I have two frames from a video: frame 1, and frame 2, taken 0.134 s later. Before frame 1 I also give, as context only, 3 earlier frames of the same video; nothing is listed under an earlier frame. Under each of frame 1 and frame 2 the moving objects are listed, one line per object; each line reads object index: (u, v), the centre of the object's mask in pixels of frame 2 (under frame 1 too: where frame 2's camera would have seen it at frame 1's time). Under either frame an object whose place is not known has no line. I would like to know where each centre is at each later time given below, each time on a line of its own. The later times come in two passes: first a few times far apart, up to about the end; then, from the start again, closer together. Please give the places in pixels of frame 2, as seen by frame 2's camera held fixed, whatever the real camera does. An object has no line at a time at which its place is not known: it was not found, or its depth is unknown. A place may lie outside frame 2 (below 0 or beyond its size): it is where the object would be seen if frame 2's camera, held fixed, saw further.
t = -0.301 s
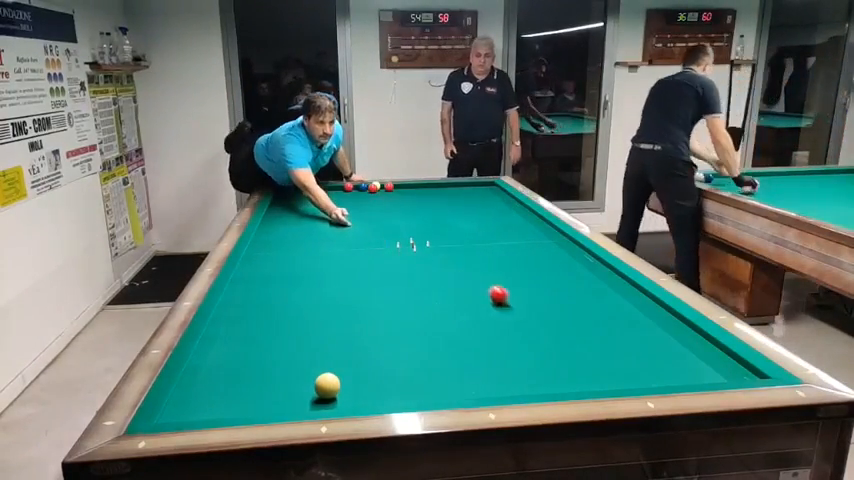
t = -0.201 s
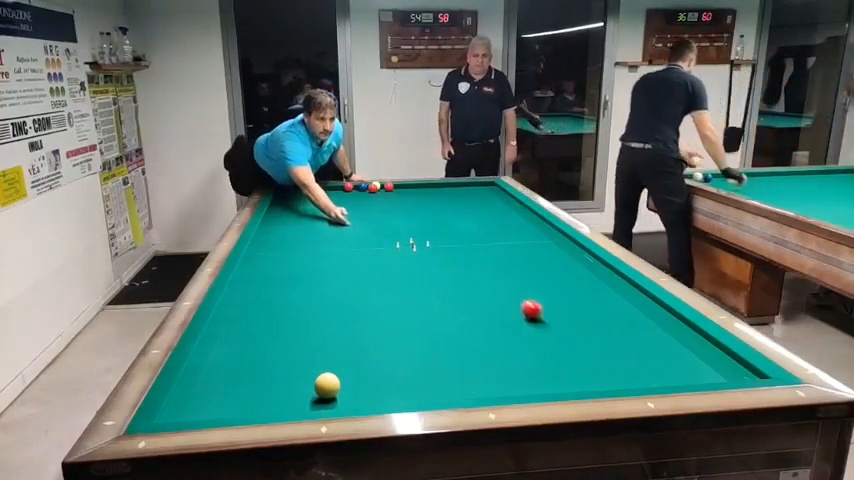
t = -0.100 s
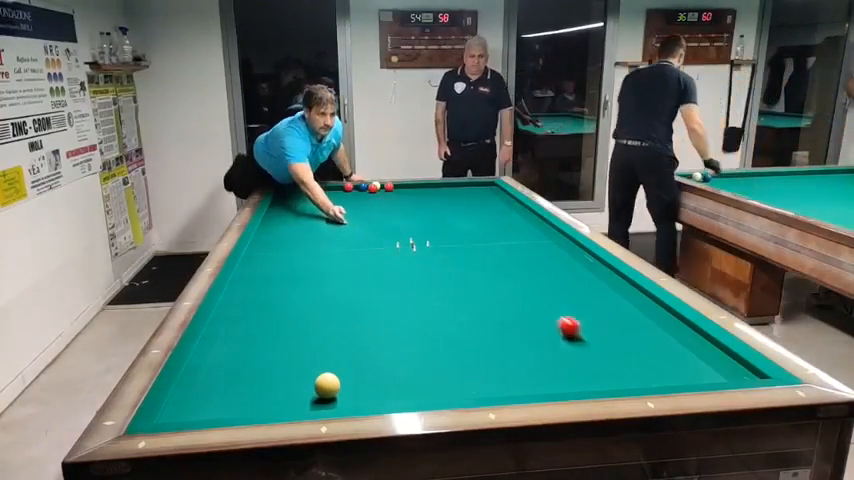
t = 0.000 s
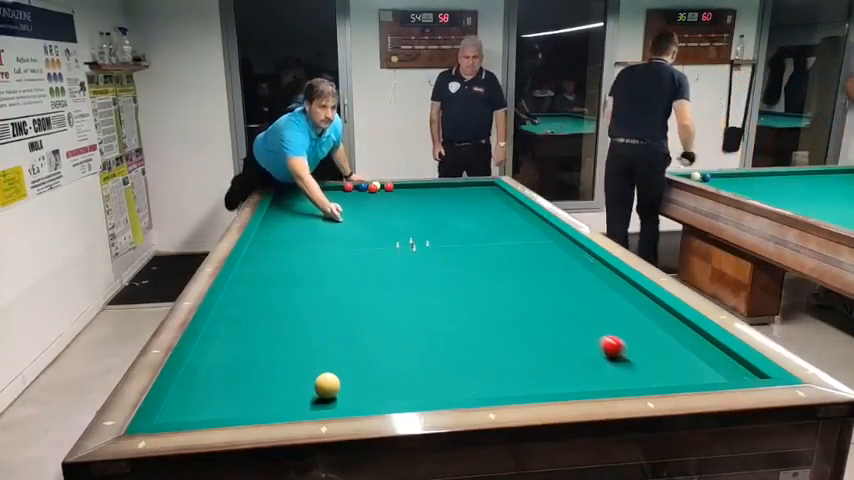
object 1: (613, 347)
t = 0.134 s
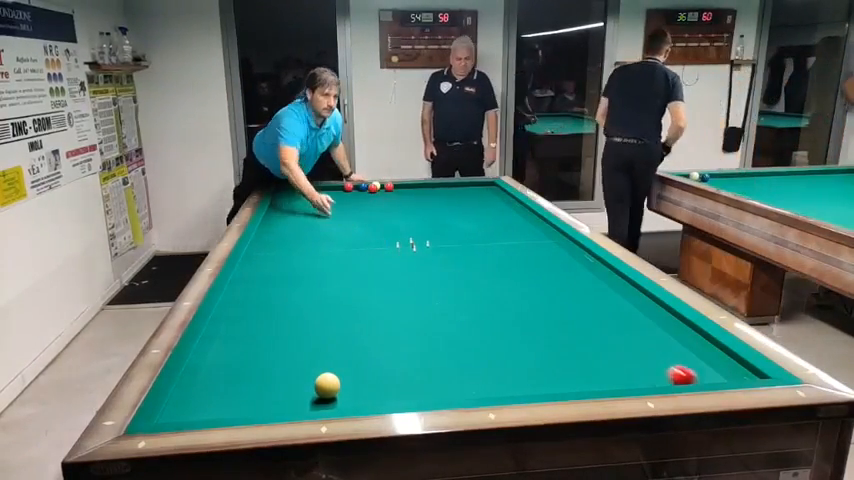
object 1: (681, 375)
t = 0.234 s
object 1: (683, 362)
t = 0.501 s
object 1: (677, 322)
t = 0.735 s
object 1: (634, 304)
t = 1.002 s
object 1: (594, 287)
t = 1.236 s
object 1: (564, 275)
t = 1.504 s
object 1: (535, 262)
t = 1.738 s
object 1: (512, 252)
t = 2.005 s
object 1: (489, 243)
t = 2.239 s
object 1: (472, 236)
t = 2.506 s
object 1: (454, 228)
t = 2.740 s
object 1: (440, 222)
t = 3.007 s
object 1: (425, 216)
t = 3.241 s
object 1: (413, 211)
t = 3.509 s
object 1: (401, 205)
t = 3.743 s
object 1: (391, 201)
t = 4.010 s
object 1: (380, 197)
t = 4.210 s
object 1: (374, 194)
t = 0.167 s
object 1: (688, 375)
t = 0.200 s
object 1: (685, 369)
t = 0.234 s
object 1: (683, 362)
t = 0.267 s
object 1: (681, 355)
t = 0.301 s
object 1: (679, 349)
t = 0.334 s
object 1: (678, 343)
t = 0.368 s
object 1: (677, 338)
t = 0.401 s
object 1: (677, 333)
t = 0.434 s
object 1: (677, 329)
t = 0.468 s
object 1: (677, 325)
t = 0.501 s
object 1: (677, 322)
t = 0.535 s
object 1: (672, 319)
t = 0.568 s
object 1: (664, 316)
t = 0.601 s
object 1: (658, 314)
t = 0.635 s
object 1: (651, 311)
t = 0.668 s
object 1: (646, 309)
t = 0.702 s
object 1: (640, 306)
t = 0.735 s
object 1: (634, 304)
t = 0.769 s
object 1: (629, 302)
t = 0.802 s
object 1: (623, 299)
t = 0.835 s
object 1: (618, 297)
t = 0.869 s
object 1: (613, 295)
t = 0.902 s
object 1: (608, 293)
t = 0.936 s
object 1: (603, 291)
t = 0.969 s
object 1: (599, 289)
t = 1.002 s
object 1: (594, 287)
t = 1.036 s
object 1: (590, 285)
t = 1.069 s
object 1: (585, 283)
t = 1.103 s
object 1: (581, 281)
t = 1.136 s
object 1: (576, 280)
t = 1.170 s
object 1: (572, 278)
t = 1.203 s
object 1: (568, 276)
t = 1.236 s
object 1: (564, 275)
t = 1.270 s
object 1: (560, 273)
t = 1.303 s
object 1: (556, 271)
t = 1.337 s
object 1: (552, 269)
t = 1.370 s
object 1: (549, 268)
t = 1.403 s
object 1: (545, 266)
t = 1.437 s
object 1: (542, 265)
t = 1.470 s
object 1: (538, 264)
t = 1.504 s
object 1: (535, 262)
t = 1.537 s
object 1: (531, 260)
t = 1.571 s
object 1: (528, 259)
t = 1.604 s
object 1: (525, 258)
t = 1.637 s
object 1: (522, 256)
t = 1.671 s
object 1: (518, 255)
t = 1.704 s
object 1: (515, 254)
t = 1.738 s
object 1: (512, 252)
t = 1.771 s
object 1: (509, 251)
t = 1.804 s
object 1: (506, 250)
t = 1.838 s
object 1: (503, 248)
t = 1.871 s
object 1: (500, 248)
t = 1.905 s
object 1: (498, 247)
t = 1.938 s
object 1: (495, 245)
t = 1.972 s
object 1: (492, 244)
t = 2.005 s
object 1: (489, 243)
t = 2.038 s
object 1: (487, 242)
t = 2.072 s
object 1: (484, 241)
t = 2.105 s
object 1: (481, 240)
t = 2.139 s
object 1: (479, 239)
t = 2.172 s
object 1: (476, 238)
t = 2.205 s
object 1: (474, 237)
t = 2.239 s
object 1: (472, 236)
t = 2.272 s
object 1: (469, 235)
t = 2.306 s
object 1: (467, 234)
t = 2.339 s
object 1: (465, 233)
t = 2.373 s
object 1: (463, 232)
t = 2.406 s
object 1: (460, 231)
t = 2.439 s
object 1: (458, 230)
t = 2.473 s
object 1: (456, 229)
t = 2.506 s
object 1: (454, 228)
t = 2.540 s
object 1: (452, 227)
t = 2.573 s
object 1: (450, 226)
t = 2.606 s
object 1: (448, 225)
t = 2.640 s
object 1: (446, 225)
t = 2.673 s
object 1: (444, 224)
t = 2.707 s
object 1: (441, 223)
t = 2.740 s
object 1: (440, 222)
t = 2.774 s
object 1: (438, 221)
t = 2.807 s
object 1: (436, 221)
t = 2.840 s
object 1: (434, 220)
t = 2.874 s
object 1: (432, 219)
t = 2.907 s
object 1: (430, 218)
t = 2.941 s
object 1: (428, 217)
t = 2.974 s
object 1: (427, 217)
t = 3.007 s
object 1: (425, 216)
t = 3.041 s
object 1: (423, 215)
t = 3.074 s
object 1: (422, 215)
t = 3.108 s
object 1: (420, 214)
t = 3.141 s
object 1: (418, 213)
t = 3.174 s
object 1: (417, 212)
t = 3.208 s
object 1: (415, 211)
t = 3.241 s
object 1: (413, 211)
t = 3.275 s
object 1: (412, 210)
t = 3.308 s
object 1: (410, 210)
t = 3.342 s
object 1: (408, 209)
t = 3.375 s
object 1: (407, 208)
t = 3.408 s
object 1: (405, 207)
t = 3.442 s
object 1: (404, 207)
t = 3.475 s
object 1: (403, 206)
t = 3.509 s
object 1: (401, 205)
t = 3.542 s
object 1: (400, 205)
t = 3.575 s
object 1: (398, 204)
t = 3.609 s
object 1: (397, 204)
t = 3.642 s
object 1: (395, 203)
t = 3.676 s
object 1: (394, 202)
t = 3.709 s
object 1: (393, 202)
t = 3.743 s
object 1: (391, 201)
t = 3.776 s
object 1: (390, 201)
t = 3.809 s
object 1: (389, 200)
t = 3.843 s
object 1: (388, 200)
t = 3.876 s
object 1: (386, 199)
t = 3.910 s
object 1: (385, 199)
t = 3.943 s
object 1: (384, 198)
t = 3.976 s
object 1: (383, 198)
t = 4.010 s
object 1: (380, 197)
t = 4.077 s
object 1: (379, 196)
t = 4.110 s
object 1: (378, 196)
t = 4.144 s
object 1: (377, 195)
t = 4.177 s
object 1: (376, 195)
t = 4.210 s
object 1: (374, 194)
